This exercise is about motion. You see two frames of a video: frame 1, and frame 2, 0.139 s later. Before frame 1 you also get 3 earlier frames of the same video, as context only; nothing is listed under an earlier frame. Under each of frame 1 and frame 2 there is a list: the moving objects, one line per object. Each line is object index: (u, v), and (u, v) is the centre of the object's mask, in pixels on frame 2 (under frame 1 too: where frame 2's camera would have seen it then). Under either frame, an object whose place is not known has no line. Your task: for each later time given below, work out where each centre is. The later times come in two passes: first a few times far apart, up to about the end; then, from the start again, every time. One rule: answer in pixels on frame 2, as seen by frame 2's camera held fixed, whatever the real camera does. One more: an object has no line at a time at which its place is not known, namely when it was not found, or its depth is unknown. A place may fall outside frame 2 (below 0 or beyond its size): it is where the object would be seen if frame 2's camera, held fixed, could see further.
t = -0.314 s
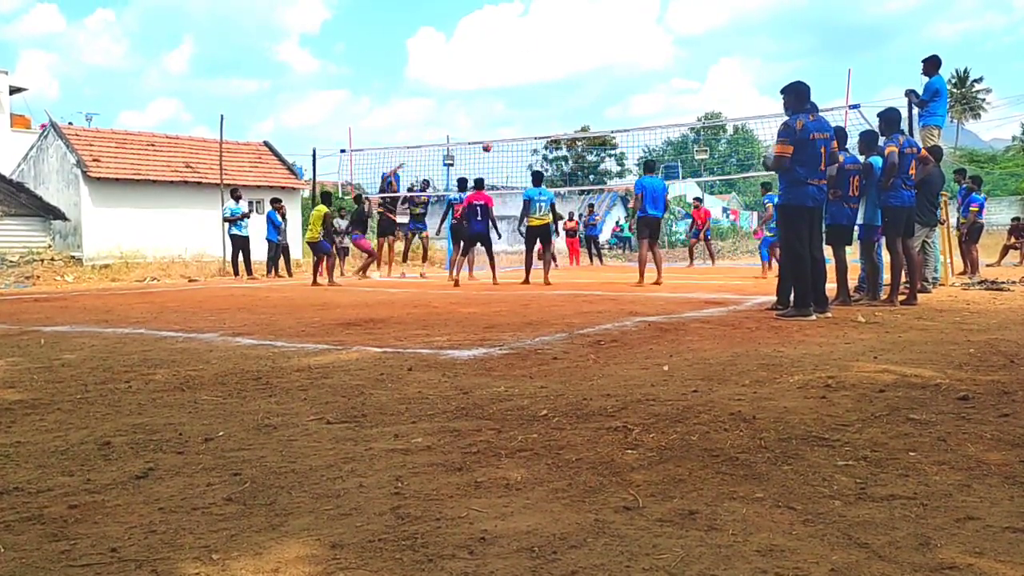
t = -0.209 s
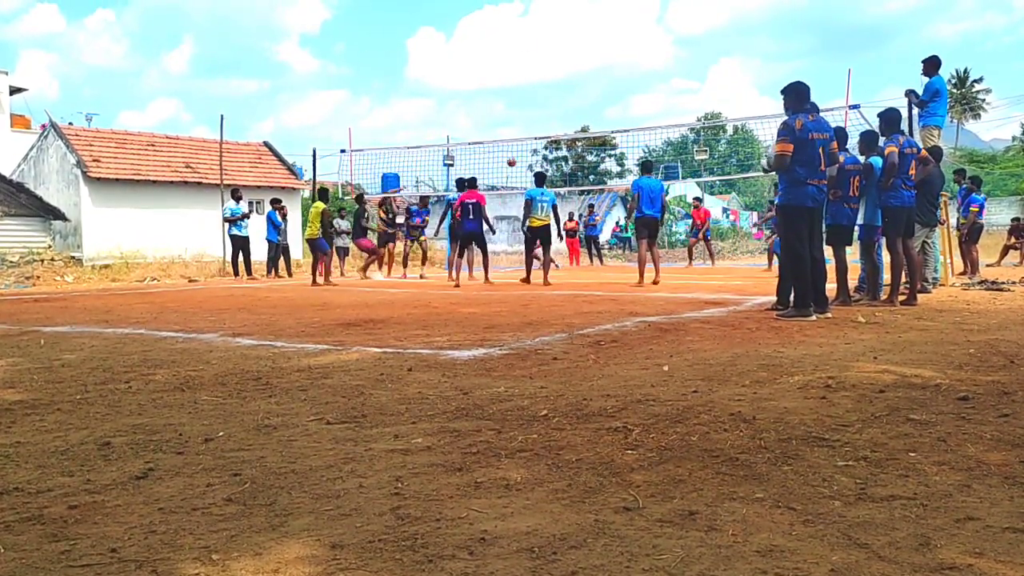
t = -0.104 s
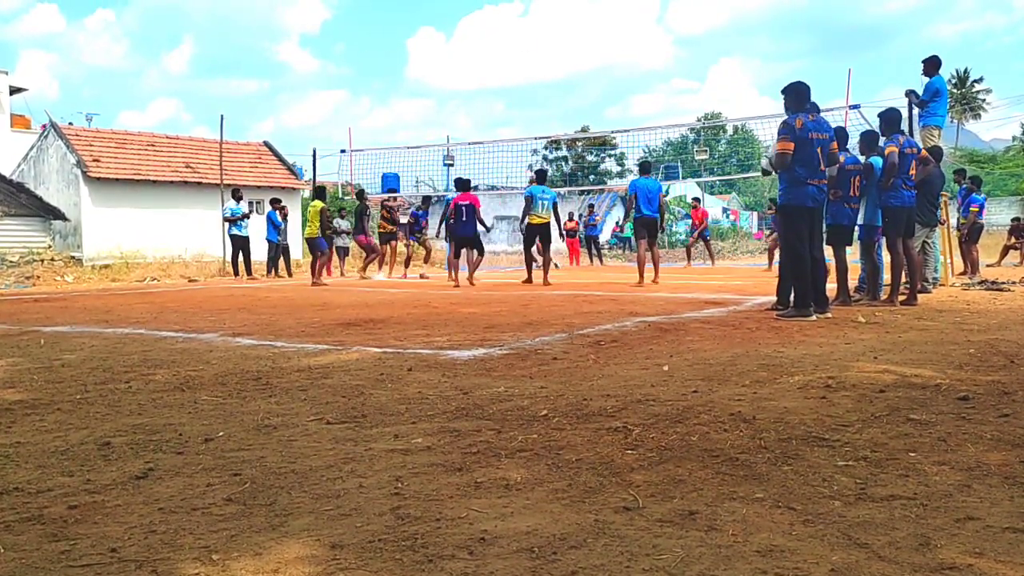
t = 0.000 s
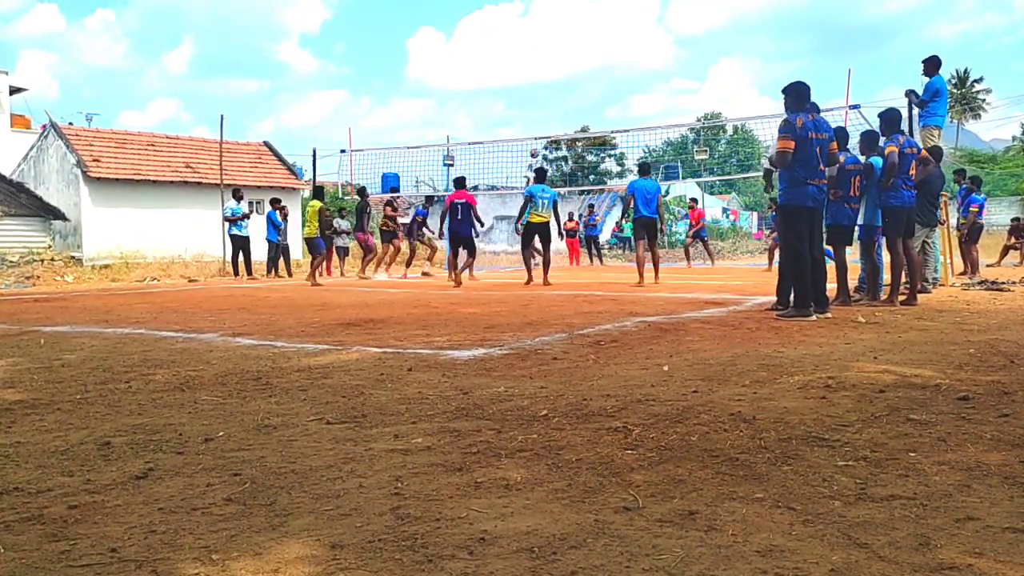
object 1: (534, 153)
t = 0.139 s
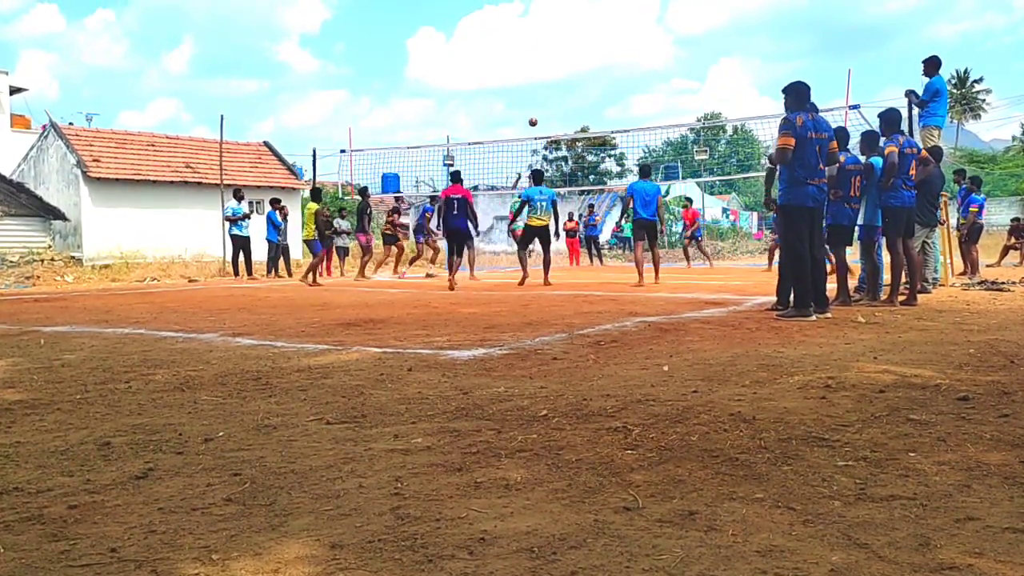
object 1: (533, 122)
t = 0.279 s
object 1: (532, 92)
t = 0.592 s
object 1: (532, 67)
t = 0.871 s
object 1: (533, 76)
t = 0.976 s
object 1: (534, 88)
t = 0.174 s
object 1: (532, 115)
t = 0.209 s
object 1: (532, 108)
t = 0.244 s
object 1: (532, 97)
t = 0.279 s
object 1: (532, 92)
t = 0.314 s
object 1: (532, 87)
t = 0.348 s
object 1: (532, 83)
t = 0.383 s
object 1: (532, 79)
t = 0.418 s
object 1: (532, 76)
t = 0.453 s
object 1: (532, 73)
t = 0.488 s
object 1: (532, 71)
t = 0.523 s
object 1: (532, 69)
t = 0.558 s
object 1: (532, 67)
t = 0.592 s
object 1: (532, 67)
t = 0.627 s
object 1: (532, 66)
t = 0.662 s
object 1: (532, 66)
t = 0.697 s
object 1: (532, 67)
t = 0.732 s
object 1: (532, 68)
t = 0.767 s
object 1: (533, 69)
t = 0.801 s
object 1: (533, 71)
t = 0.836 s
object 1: (533, 73)
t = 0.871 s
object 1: (533, 76)
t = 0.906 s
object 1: (533, 80)
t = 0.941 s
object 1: (533, 84)
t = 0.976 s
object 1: (534, 88)
